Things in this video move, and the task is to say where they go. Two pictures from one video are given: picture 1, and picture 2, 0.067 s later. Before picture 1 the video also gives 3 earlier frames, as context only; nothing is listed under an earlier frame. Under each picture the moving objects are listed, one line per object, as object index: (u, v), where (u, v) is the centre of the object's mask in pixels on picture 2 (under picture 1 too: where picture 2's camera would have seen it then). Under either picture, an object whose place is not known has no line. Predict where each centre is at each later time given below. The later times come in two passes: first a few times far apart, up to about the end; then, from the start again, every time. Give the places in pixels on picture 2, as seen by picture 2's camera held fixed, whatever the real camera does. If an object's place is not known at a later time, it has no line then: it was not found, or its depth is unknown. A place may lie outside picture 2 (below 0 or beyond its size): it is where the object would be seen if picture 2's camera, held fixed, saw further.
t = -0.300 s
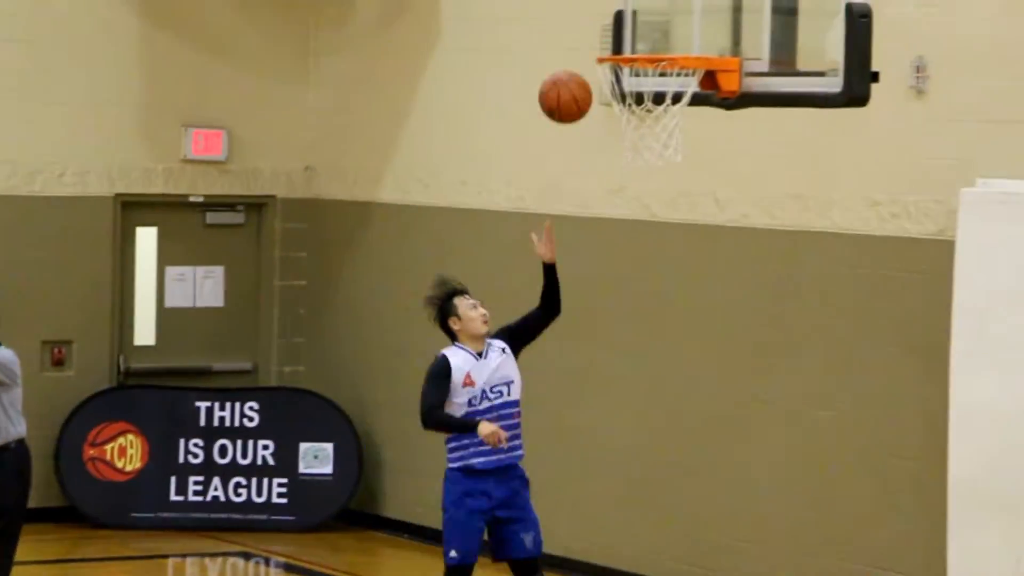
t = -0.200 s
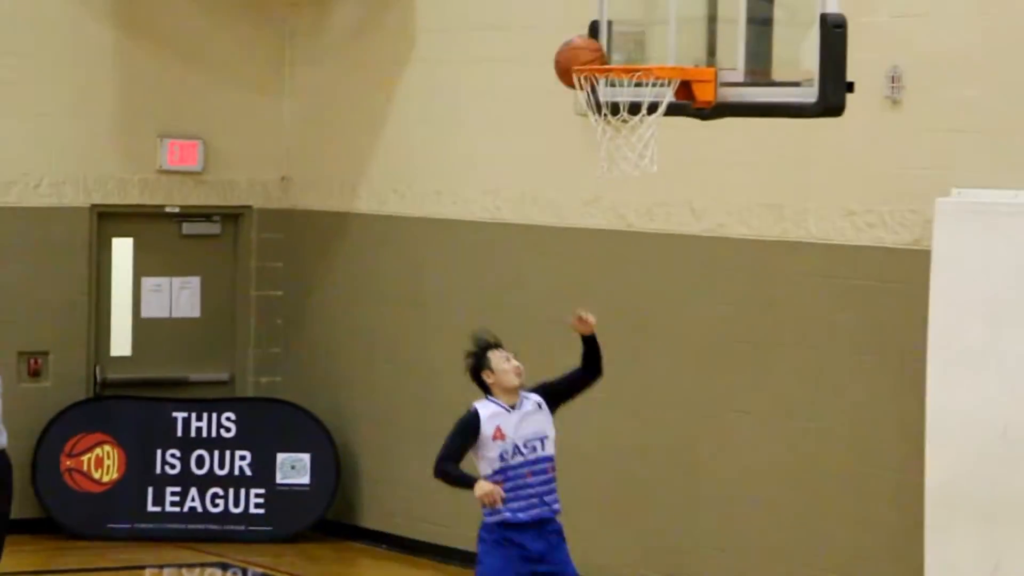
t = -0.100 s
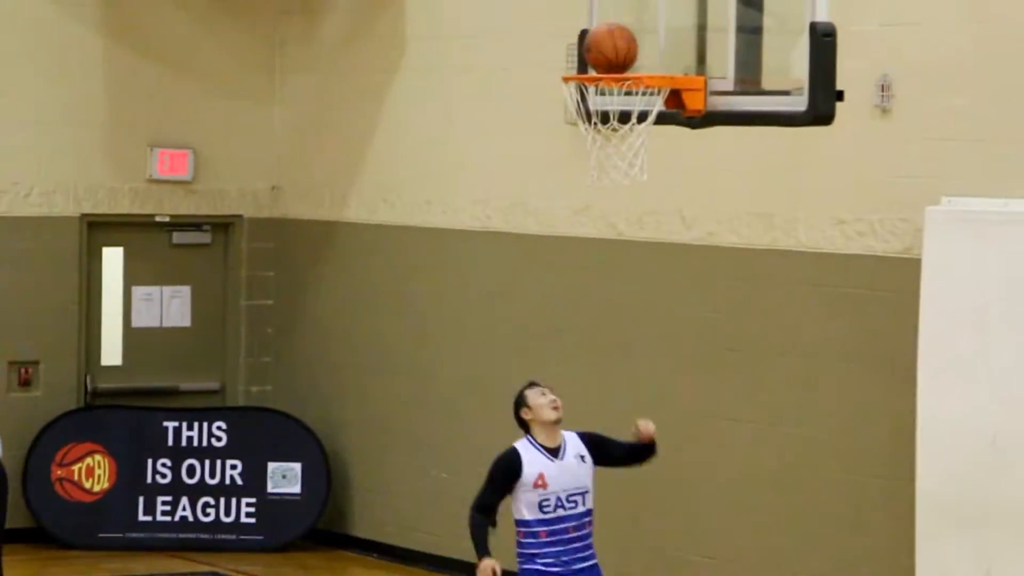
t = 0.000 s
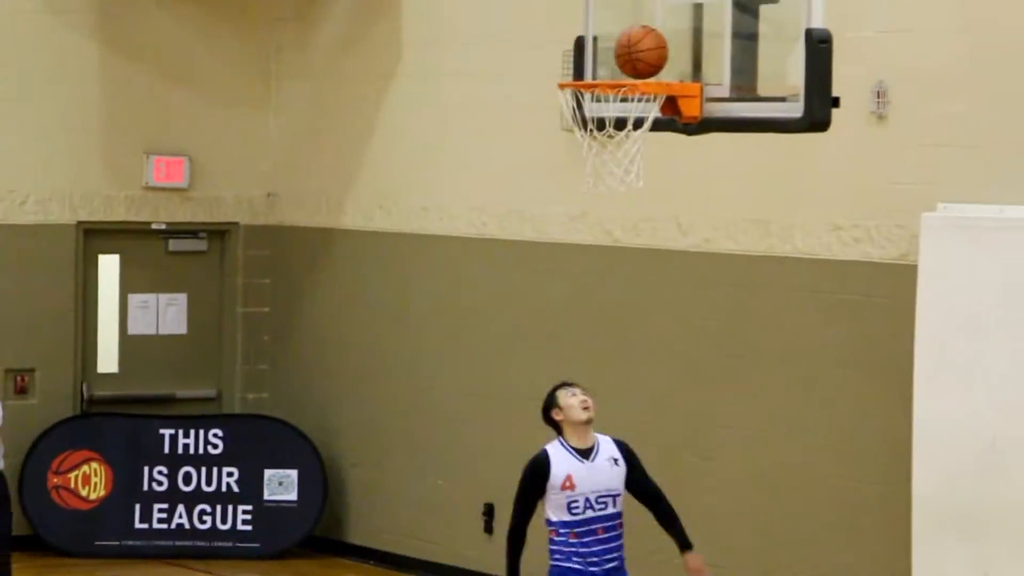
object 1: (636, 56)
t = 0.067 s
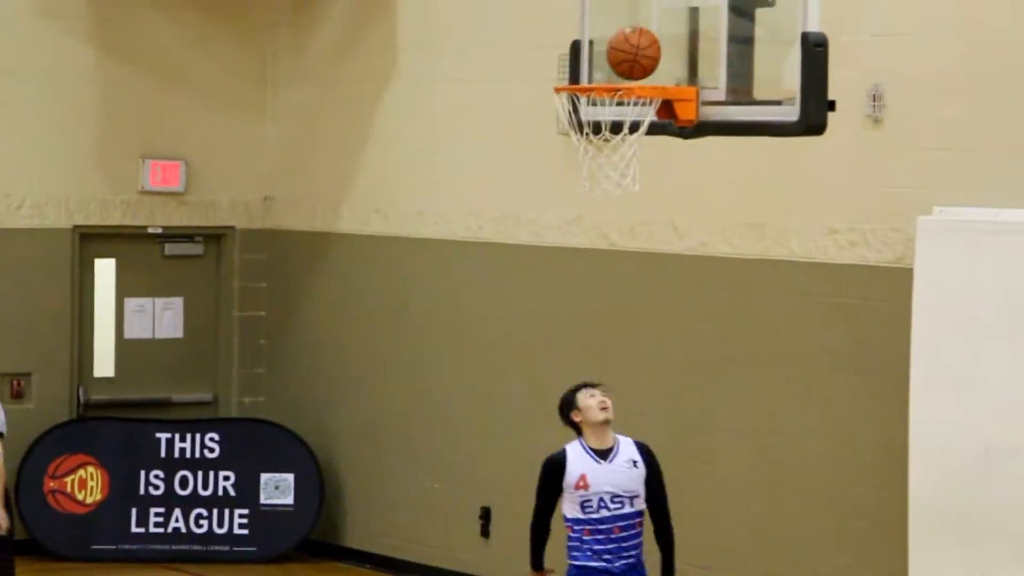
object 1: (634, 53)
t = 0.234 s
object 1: (622, 90)
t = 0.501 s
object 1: (598, 204)
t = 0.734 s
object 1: (568, 389)
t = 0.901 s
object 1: (547, 600)
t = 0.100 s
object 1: (632, 56)
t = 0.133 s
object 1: (630, 60)
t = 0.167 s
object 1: (628, 64)
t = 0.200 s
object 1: (626, 70)
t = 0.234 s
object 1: (622, 90)
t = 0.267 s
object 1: (621, 111)
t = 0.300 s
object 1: (620, 122)
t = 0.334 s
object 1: (618, 141)
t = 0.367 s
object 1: (615, 154)
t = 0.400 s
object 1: (610, 164)
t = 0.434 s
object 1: (604, 180)
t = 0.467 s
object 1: (602, 189)
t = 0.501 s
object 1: (598, 204)
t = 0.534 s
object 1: (594, 223)
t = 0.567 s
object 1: (589, 244)
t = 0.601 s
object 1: (585, 268)
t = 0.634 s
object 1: (581, 295)
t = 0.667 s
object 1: (577, 323)
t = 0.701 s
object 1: (573, 354)
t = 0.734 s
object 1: (568, 389)
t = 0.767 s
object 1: (564, 426)
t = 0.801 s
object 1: (560, 465)
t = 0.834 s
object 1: (555, 508)
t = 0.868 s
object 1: (551, 552)
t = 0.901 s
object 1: (547, 600)
